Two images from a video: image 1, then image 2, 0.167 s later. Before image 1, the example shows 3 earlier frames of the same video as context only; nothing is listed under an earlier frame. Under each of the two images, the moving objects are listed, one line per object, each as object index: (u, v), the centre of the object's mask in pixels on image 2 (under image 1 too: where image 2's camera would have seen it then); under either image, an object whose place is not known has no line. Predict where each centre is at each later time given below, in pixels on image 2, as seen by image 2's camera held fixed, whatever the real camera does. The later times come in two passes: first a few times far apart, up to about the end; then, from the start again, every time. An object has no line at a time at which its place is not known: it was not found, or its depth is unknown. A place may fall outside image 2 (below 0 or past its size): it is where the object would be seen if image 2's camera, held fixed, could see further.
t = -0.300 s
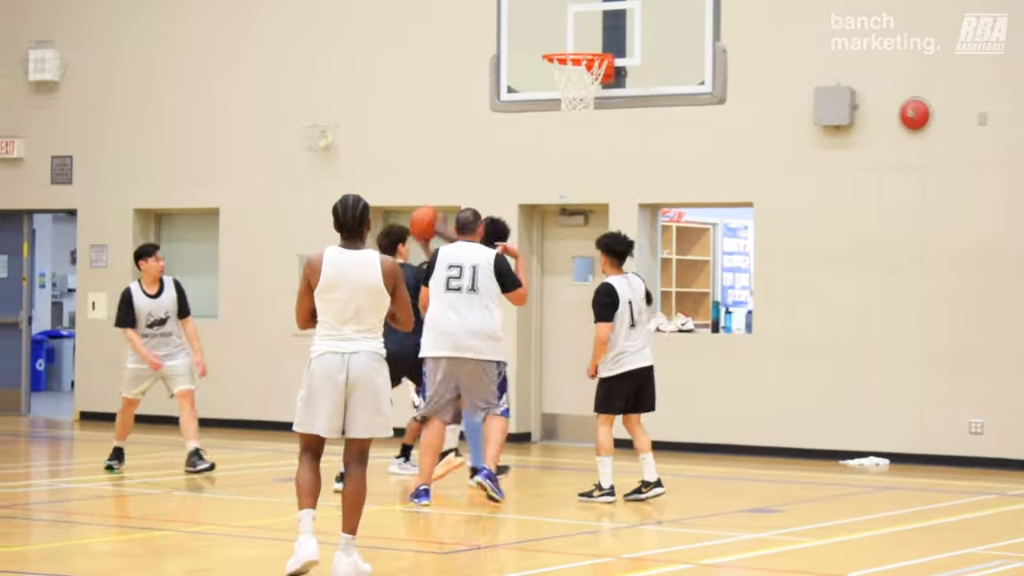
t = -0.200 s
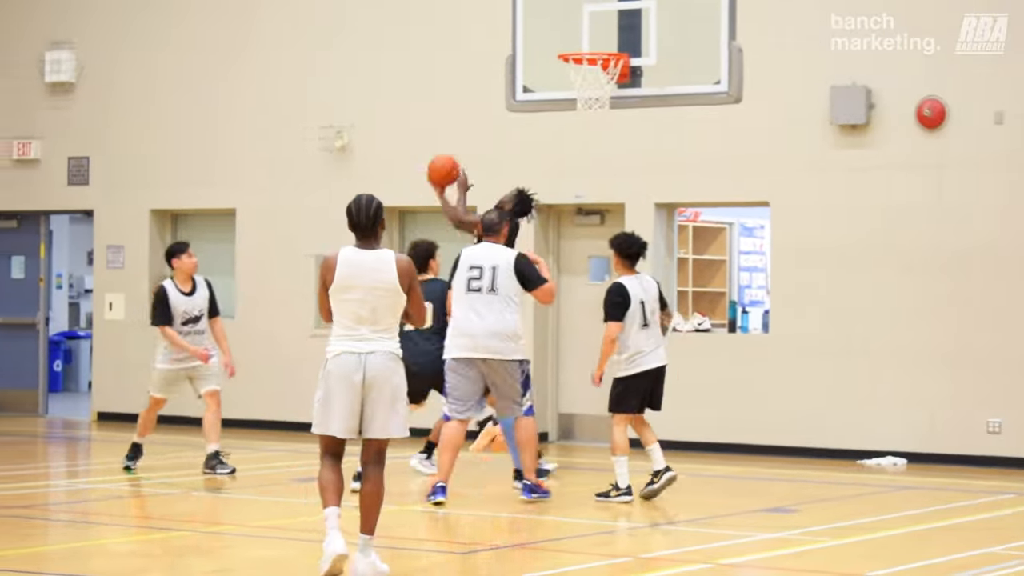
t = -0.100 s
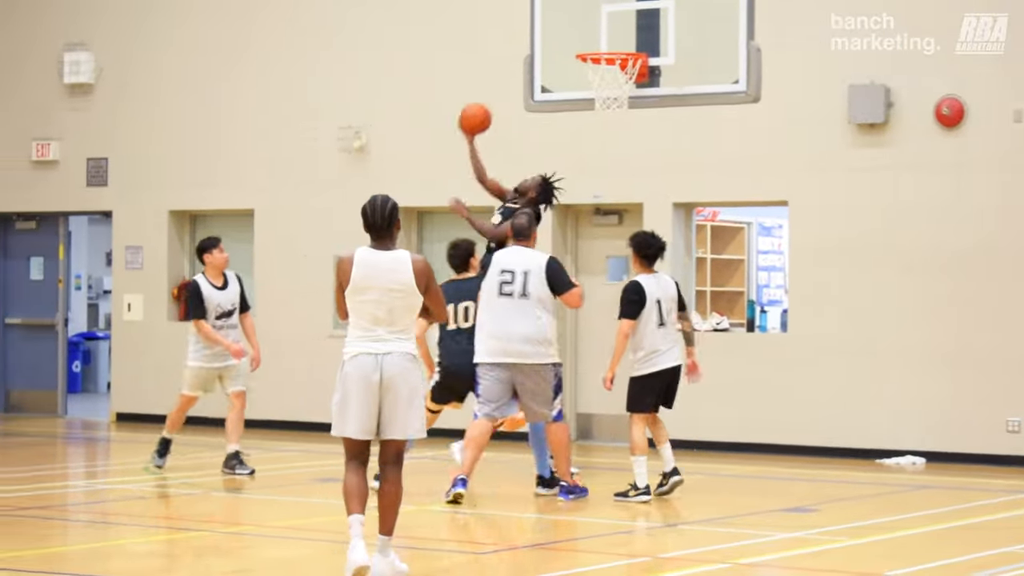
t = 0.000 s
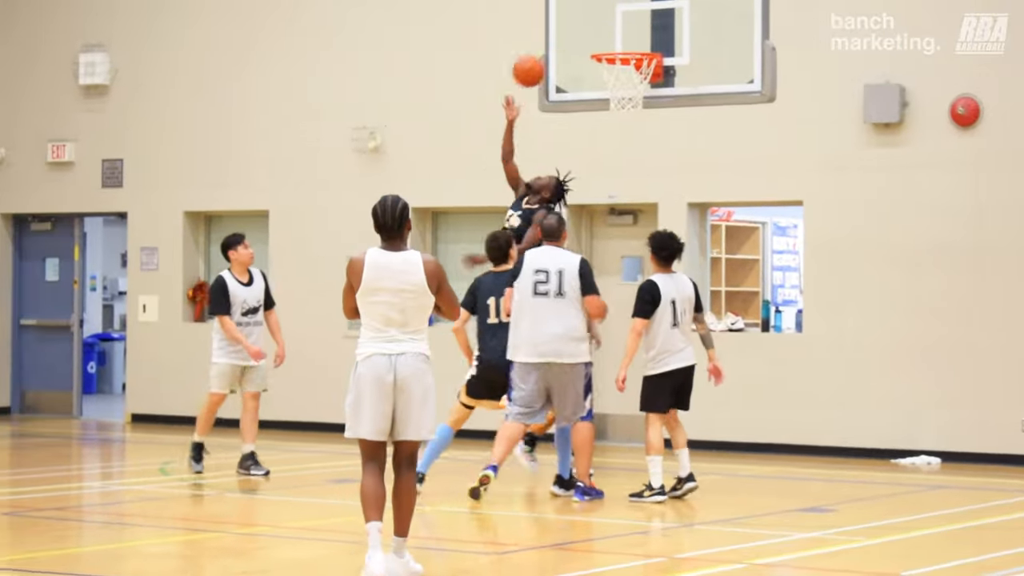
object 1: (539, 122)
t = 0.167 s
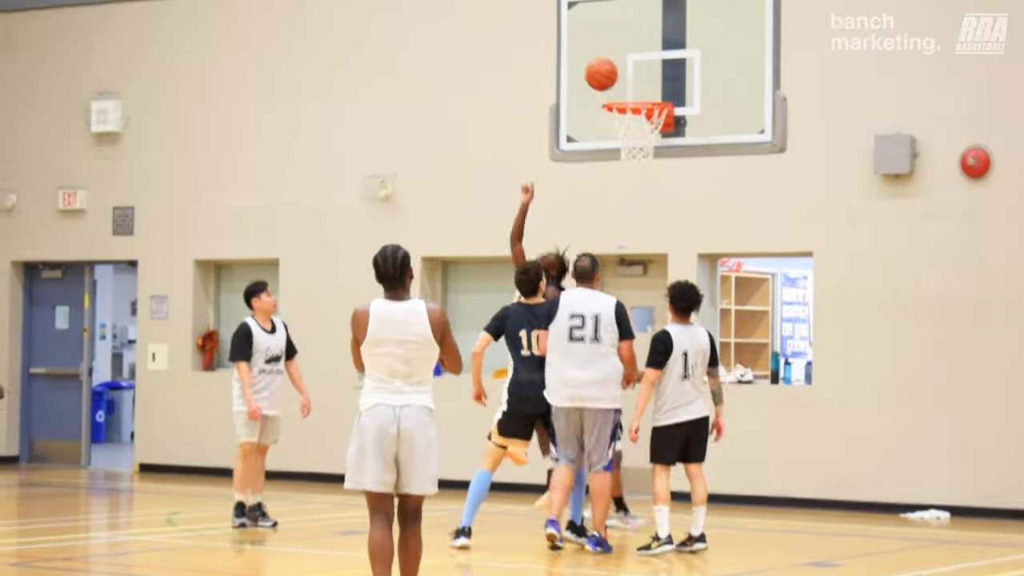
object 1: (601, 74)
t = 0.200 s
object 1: (606, 72)
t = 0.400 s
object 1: (633, 89)
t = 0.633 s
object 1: (629, 134)
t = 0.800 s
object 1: (632, 180)
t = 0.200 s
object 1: (606, 72)
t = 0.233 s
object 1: (610, 72)
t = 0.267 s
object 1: (614, 72)
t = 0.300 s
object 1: (619, 74)
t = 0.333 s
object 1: (624, 78)
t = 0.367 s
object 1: (628, 84)
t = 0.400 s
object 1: (633, 89)
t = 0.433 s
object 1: (636, 94)
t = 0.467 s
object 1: (634, 96)
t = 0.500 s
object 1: (631, 110)
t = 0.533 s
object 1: (630, 118)
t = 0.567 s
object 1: (631, 122)
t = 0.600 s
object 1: (629, 129)
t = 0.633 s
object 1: (629, 134)
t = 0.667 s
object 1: (630, 142)
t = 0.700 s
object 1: (630, 149)
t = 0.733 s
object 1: (631, 159)
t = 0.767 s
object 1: (631, 171)
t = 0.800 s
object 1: (632, 180)
